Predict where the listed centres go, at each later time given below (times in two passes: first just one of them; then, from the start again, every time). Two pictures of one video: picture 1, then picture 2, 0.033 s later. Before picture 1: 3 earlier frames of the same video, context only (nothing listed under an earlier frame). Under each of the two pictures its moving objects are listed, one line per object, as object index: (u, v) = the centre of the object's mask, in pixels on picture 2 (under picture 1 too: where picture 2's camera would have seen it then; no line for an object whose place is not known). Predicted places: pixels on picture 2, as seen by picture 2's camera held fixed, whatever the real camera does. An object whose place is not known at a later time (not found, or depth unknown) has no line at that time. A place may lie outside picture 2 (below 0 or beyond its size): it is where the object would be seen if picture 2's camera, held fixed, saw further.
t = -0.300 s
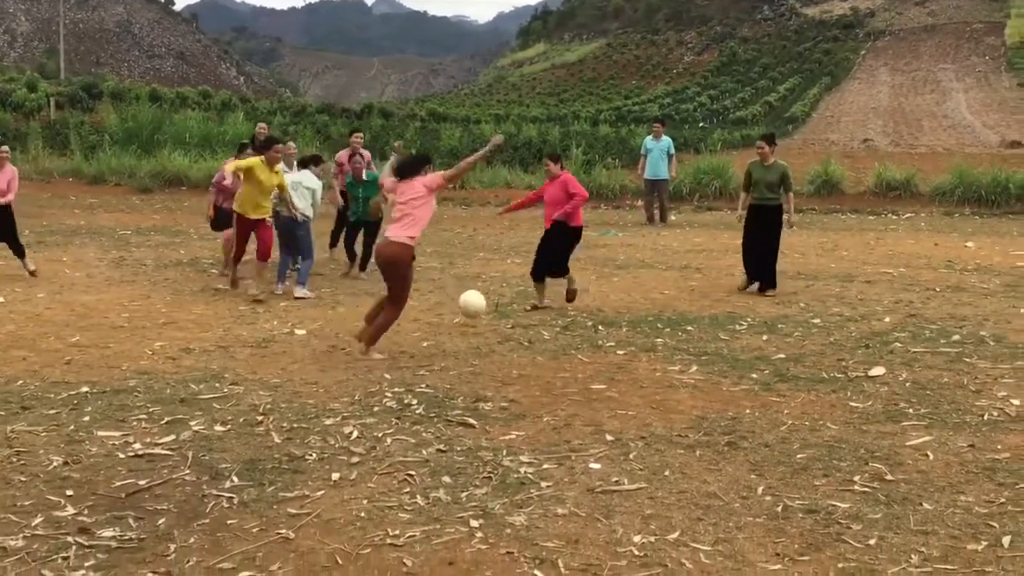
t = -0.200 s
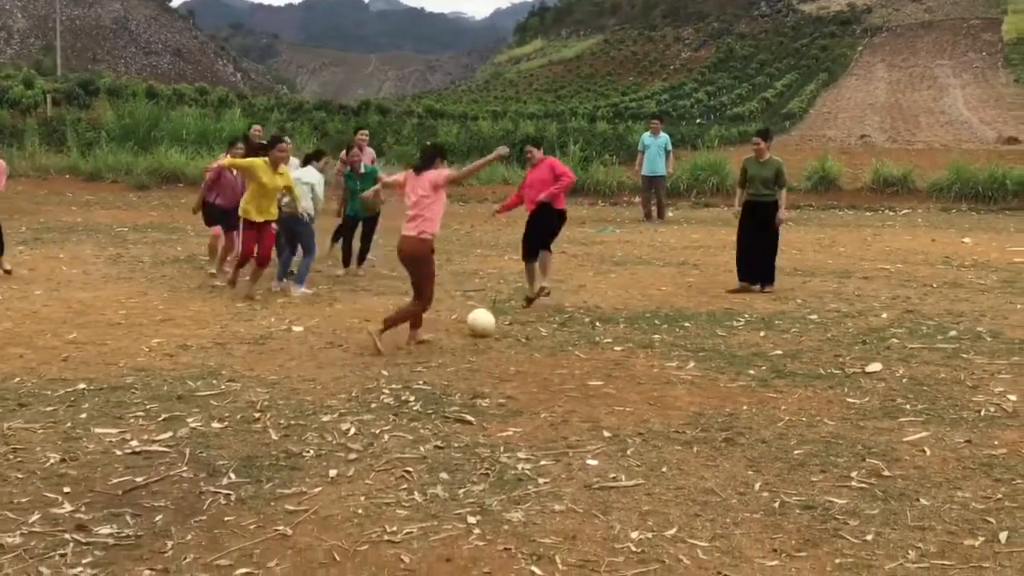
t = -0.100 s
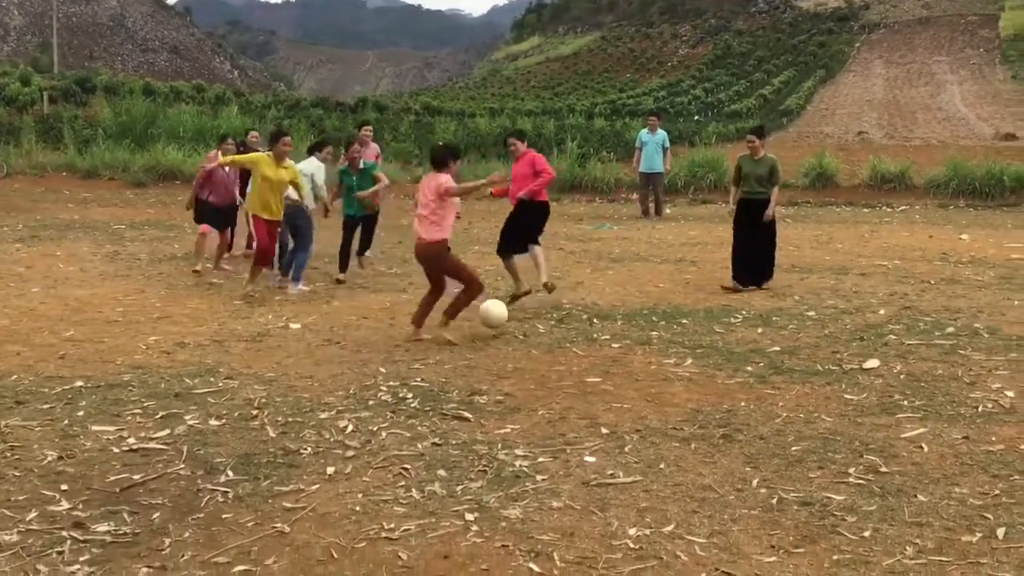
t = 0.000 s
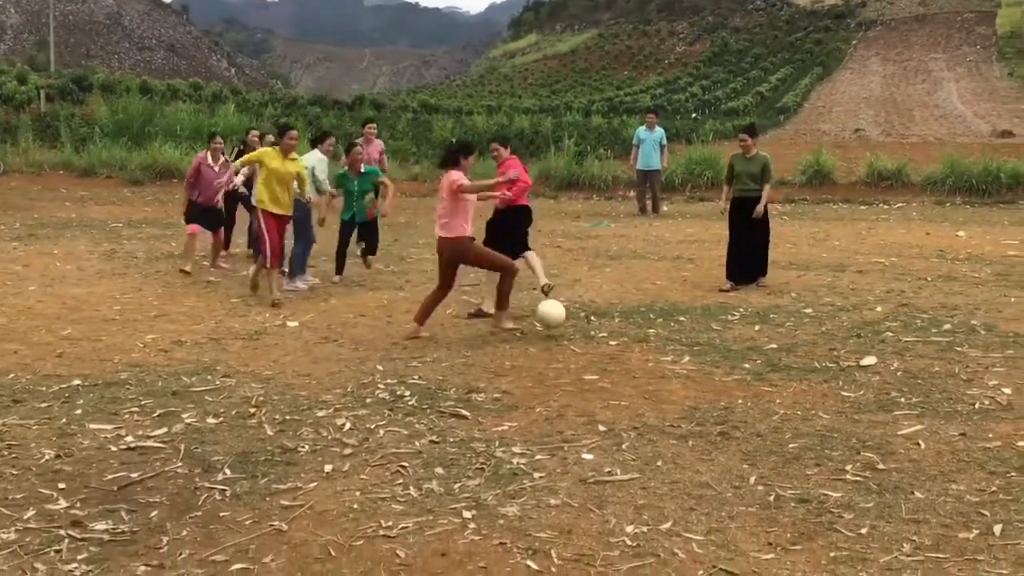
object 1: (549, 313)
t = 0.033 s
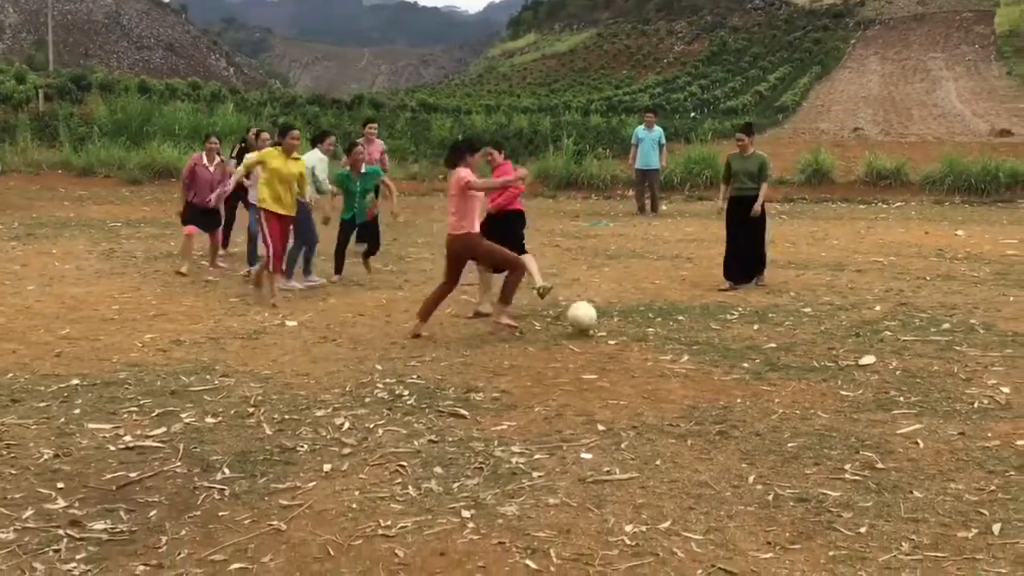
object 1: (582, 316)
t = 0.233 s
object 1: (742, 312)
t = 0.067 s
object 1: (613, 321)
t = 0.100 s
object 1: (640, 319)
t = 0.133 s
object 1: (666, 314)
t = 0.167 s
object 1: (691, 312)
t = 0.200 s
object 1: (716, 312)
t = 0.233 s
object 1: (742, 312)
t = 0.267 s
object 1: (767, 315)
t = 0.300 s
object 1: (792, 320)
